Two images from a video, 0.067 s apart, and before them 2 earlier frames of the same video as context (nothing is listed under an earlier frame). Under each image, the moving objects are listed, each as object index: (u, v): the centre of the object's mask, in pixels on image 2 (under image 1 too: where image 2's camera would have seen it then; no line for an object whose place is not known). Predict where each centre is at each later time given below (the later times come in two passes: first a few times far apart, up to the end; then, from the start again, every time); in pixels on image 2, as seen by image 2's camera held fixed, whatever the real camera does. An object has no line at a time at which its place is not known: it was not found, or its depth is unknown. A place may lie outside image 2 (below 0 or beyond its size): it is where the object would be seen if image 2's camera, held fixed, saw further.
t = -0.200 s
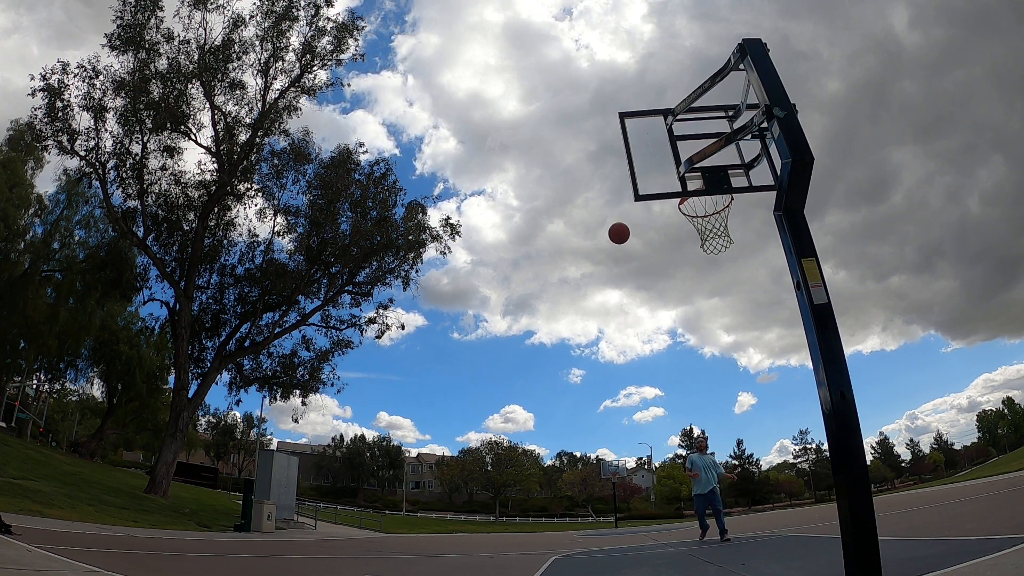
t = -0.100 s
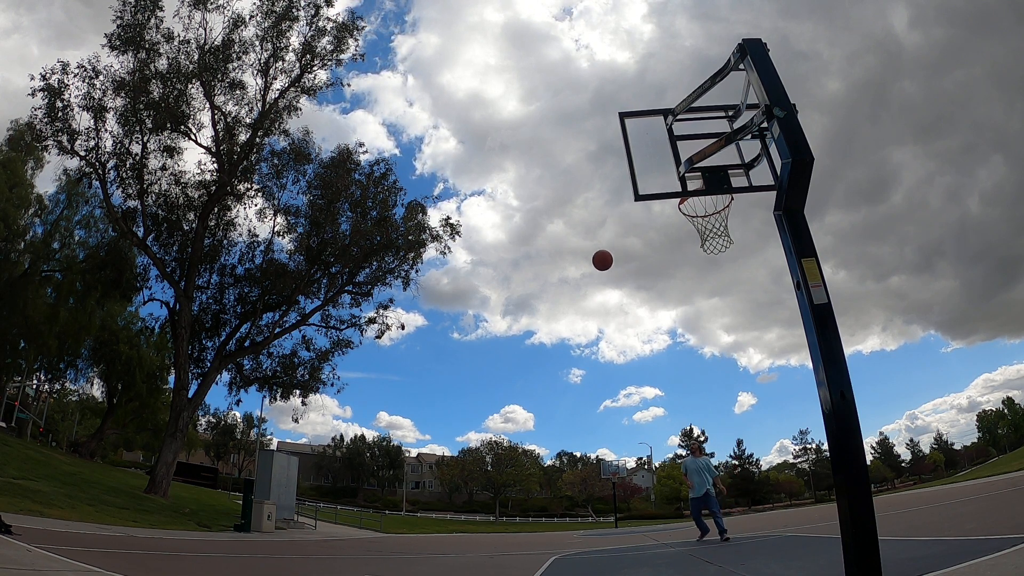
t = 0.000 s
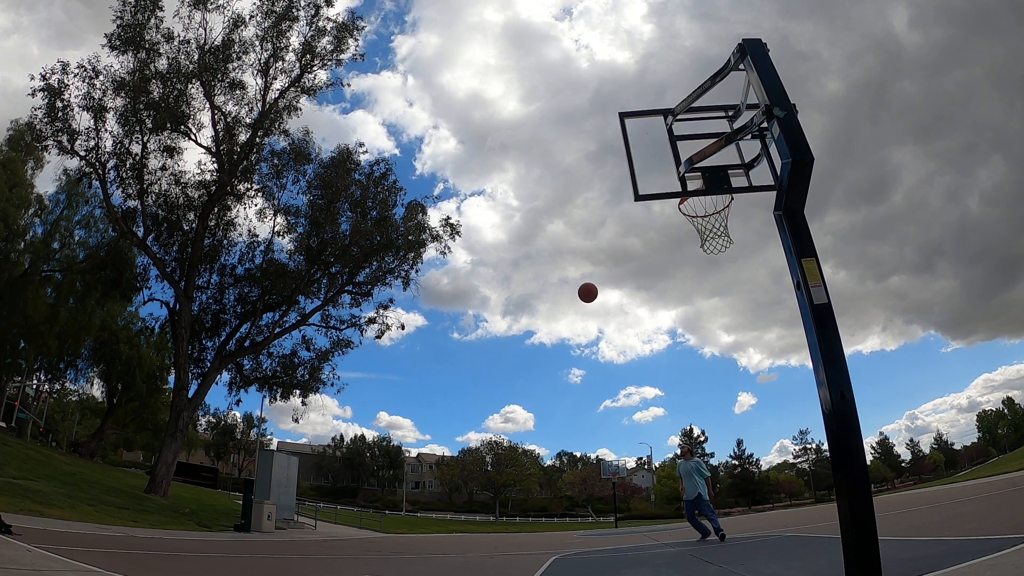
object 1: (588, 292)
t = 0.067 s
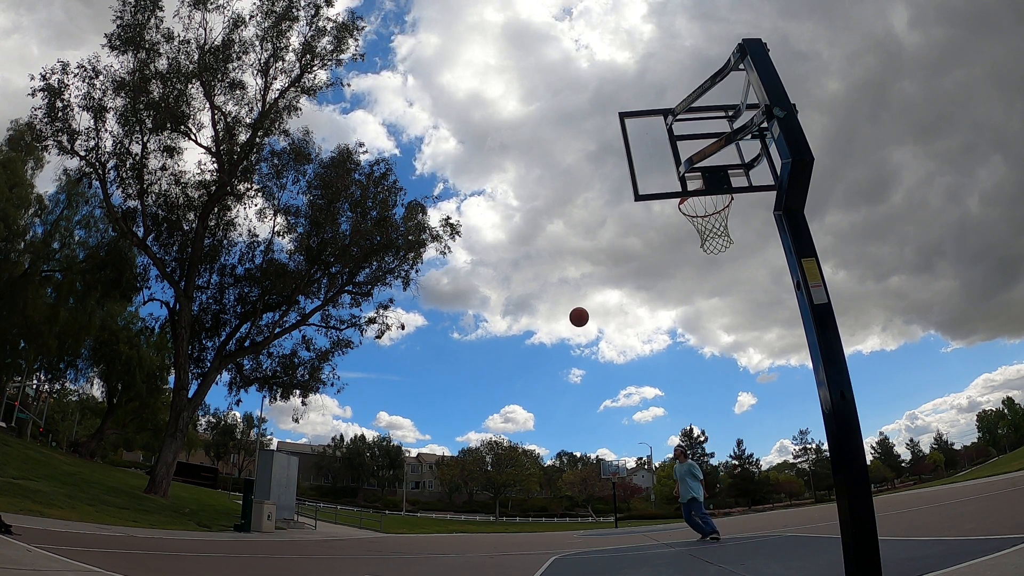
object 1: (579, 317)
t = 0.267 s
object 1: (555, 403)
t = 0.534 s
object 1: (529, 543)
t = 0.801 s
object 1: (506, 476)
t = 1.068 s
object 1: (488, 441)
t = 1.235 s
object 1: (477, 443)
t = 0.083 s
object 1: (577, 323)
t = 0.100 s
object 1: (575, 330)
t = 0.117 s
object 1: (573, 337)
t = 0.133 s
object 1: (571, 344)
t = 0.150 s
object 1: (569, 351)
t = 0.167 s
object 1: (567, 358)
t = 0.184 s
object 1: (565, 365)
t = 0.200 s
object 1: (563, 372)
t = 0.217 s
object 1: (561, 380)
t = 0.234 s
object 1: (559, 387)
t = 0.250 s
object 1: (557, 395)
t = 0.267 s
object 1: (555, 403)
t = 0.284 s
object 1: (554, 411)
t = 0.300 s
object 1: (552, 419)
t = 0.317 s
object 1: (550, 428)
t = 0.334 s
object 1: (548, 436)
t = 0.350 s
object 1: (547, 444)
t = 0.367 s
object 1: (545, 453)
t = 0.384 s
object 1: (544, 462)
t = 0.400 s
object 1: (542, 470)
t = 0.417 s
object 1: (541, 479)
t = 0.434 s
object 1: (539, 488)
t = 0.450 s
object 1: (537, 498)
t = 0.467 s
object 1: (536, 506)
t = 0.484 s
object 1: (534, 515)
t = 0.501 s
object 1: (533, 525)
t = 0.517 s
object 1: (531, 534)
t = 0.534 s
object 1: (529, 543)
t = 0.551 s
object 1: (528, 553)
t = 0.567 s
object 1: (526, 552)
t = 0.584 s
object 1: (525, 545)
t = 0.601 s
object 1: (523, 538)
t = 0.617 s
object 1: (522, 531)
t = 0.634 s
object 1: (520, 525)
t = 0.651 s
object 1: (519, 519)
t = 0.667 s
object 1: (517, 513)
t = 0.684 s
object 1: (516, 507)
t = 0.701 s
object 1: (514, 502)
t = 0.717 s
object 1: (513, 497)
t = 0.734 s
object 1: (512, 492)
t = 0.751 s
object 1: (510, 488)
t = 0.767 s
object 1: (509, 483)
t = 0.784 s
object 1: (508, 479)
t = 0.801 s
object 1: (506, 476)
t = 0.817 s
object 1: (506, 473)
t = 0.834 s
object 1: (504, 469)
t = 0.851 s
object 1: (503, 465)
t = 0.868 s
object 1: (502, 462)
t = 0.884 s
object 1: (501, 460)
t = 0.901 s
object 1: (499, 456)
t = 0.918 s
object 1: (498, 454)
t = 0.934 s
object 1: (497, 452)
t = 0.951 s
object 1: (496, 450)
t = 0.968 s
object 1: (494, 448)
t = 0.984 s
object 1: (493, 447)
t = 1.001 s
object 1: (492, 445)
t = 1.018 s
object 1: (491, 444)
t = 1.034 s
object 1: (490, 443)
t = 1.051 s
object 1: (488, 442)
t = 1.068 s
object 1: (488, 441)
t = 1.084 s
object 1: (487, 441)
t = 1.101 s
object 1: (485, 440)
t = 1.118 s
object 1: (484, 440)
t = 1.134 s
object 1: (483, 440)
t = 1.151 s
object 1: (483, 440)
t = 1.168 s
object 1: (481, 441)
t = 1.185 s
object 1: (480, 441)
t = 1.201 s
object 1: (480, 441)
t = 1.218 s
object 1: (478, 442)
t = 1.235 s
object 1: (477, 443)
